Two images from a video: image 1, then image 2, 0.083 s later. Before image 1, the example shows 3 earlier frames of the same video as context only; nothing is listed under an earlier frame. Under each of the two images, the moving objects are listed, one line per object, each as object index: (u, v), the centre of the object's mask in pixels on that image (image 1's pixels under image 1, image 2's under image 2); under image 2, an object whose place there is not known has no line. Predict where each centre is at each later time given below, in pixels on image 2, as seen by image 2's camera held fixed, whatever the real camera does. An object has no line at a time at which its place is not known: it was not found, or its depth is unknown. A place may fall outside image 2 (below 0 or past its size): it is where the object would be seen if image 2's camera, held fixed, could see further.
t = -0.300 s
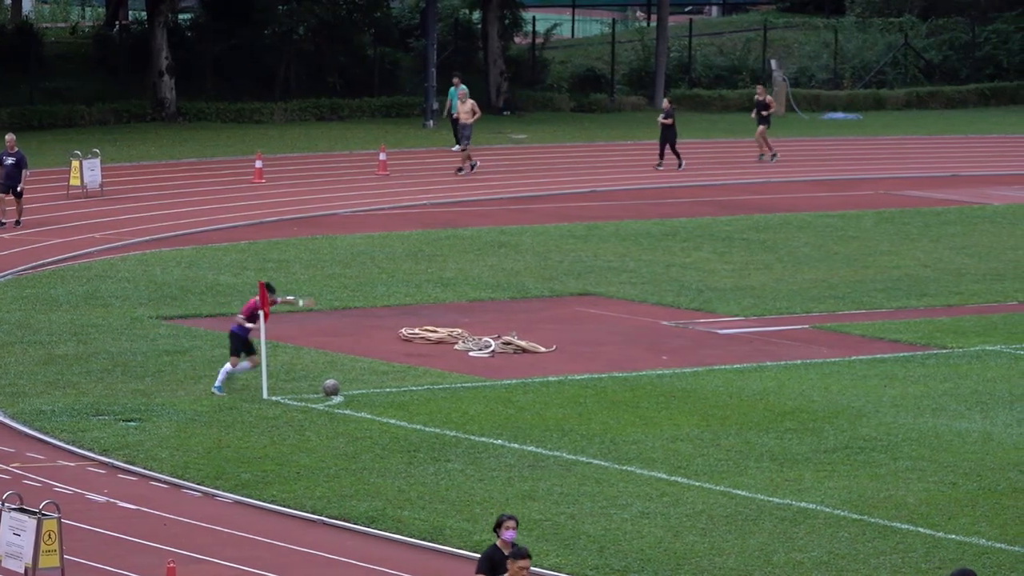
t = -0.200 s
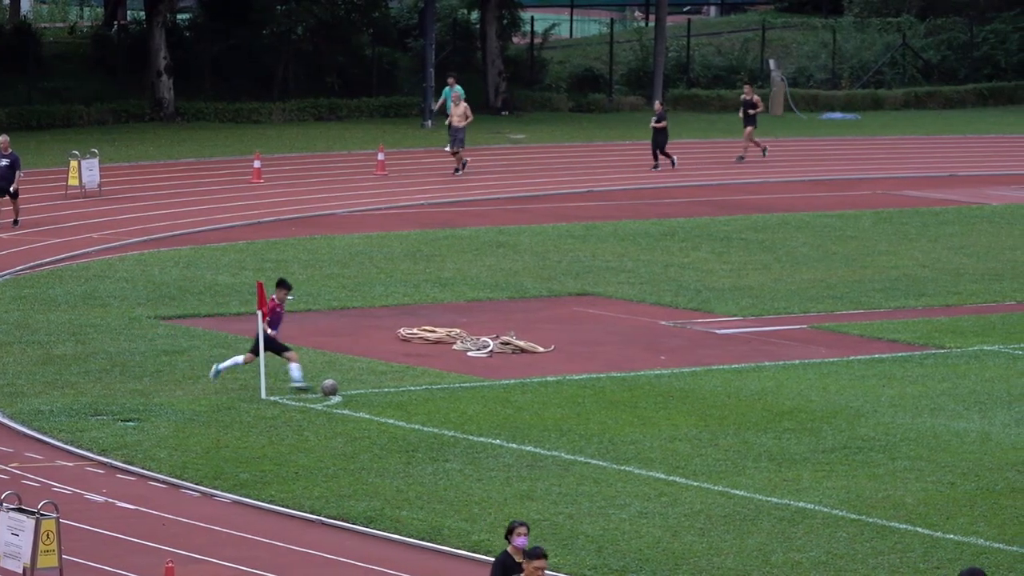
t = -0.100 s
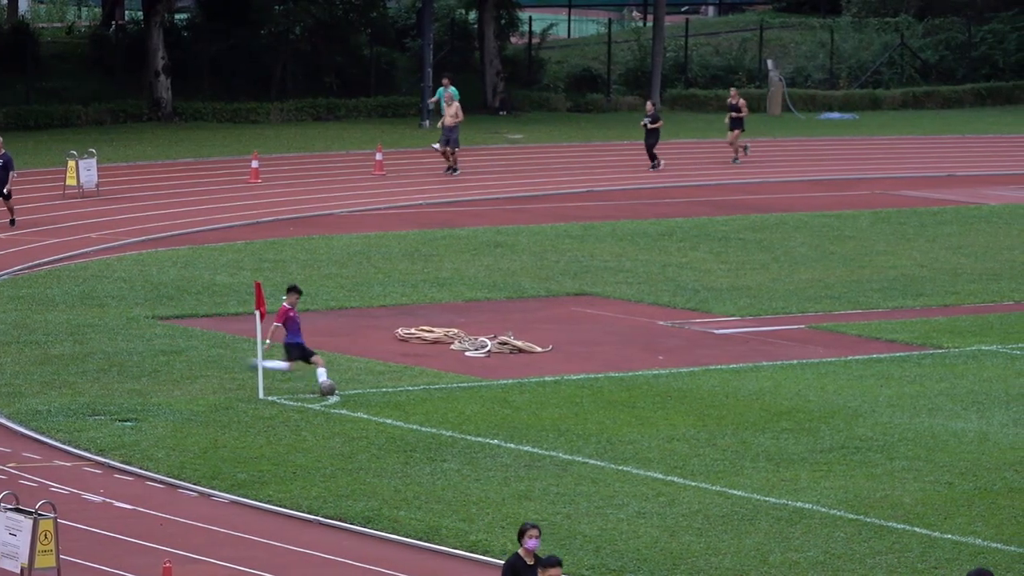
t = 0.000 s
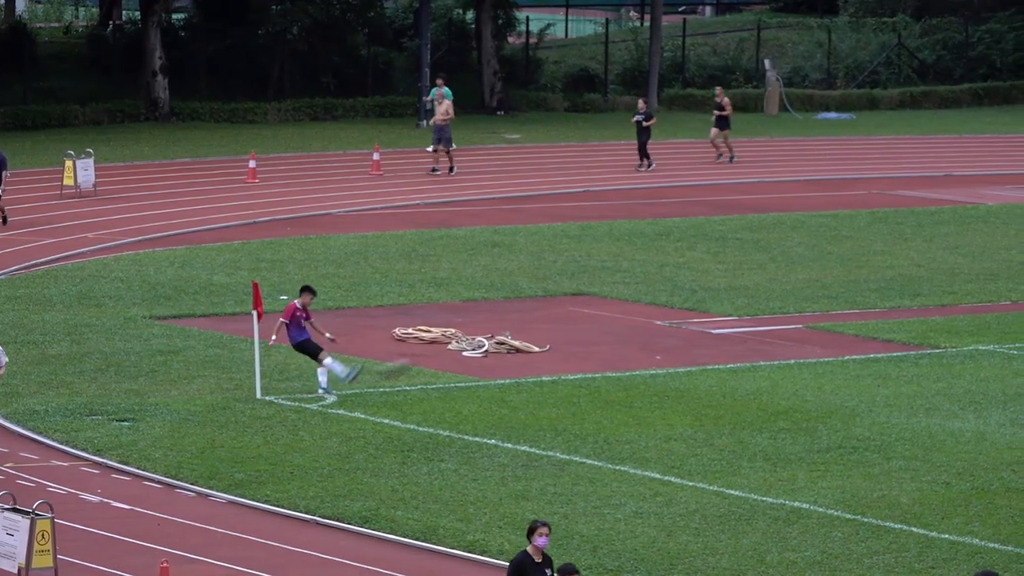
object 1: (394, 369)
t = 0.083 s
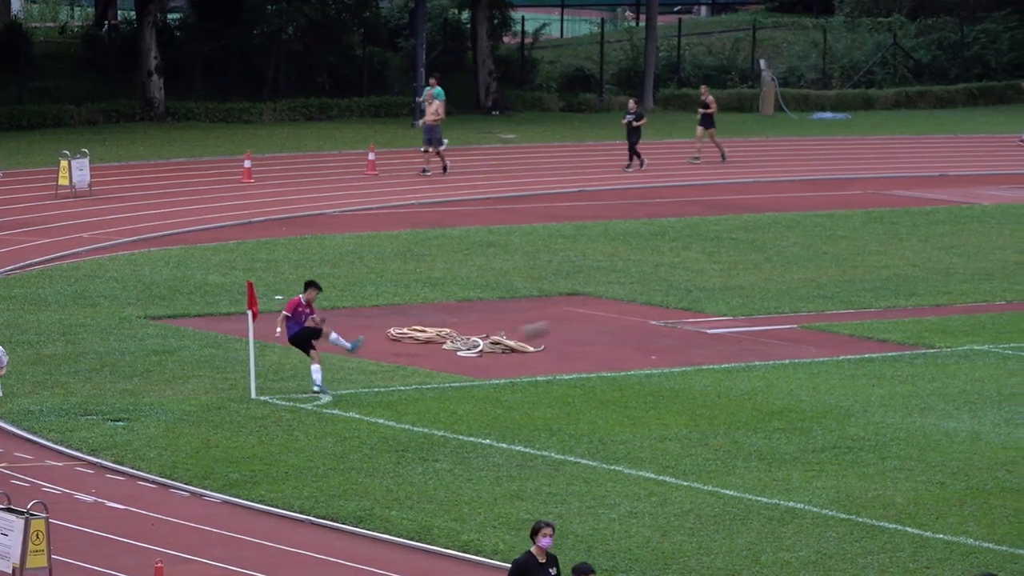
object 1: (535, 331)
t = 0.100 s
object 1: (562, 324)
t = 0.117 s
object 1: (590, 318)
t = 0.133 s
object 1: (618, 311)
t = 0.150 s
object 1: (646, 303)
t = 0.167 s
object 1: (672, 296)
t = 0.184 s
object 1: (698, 291)
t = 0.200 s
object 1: (724, 285)
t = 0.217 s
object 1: (749, 279)
